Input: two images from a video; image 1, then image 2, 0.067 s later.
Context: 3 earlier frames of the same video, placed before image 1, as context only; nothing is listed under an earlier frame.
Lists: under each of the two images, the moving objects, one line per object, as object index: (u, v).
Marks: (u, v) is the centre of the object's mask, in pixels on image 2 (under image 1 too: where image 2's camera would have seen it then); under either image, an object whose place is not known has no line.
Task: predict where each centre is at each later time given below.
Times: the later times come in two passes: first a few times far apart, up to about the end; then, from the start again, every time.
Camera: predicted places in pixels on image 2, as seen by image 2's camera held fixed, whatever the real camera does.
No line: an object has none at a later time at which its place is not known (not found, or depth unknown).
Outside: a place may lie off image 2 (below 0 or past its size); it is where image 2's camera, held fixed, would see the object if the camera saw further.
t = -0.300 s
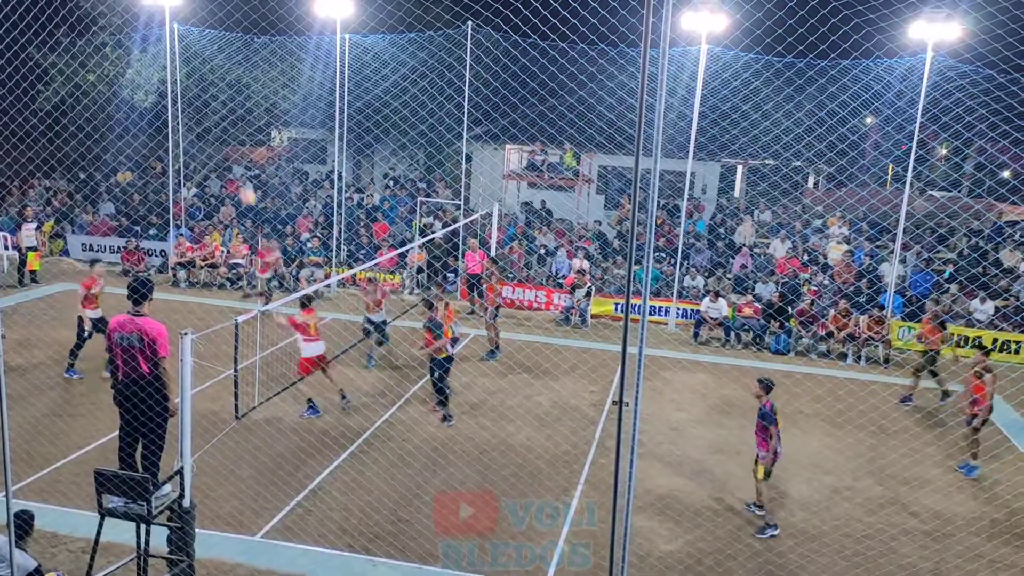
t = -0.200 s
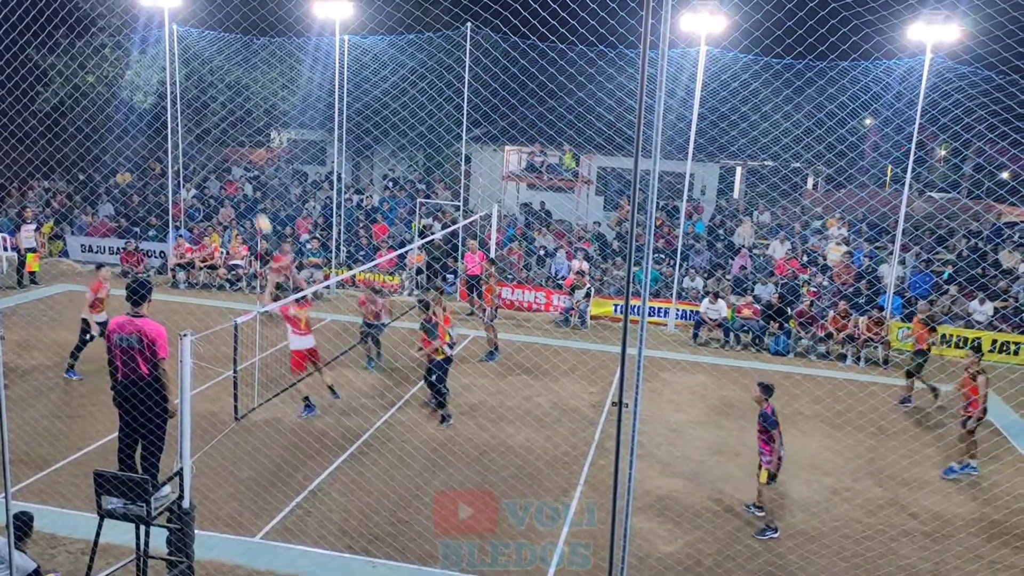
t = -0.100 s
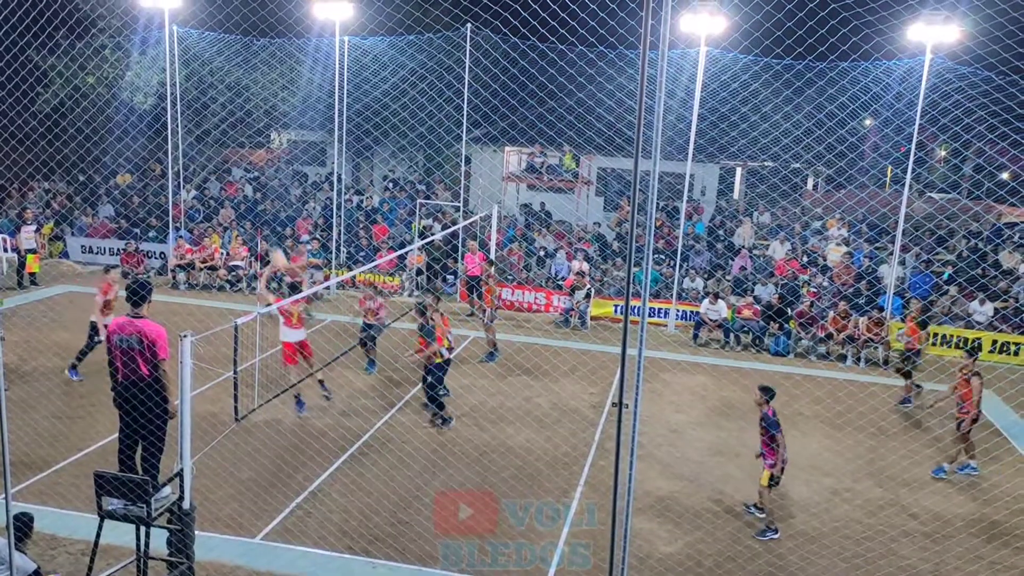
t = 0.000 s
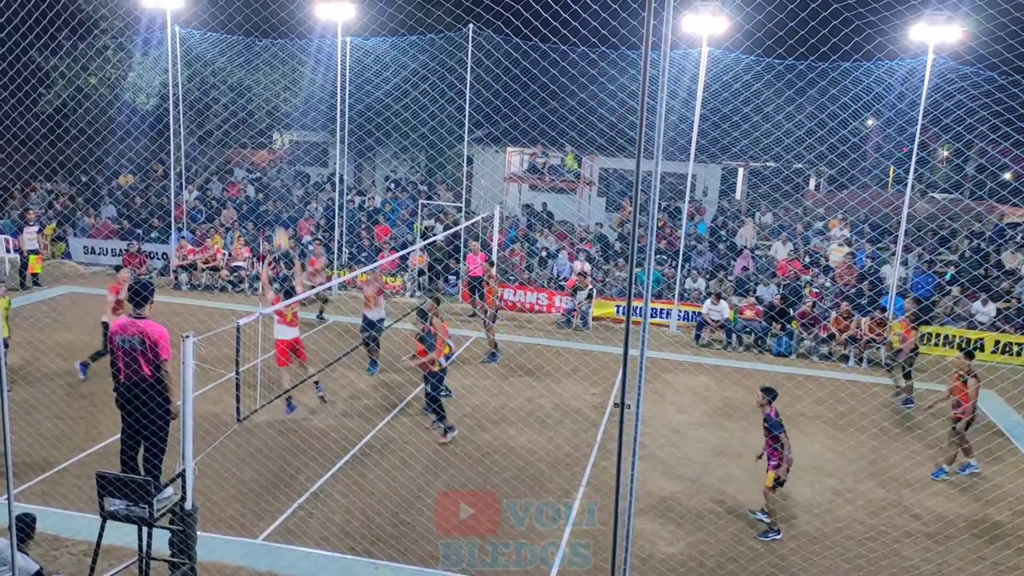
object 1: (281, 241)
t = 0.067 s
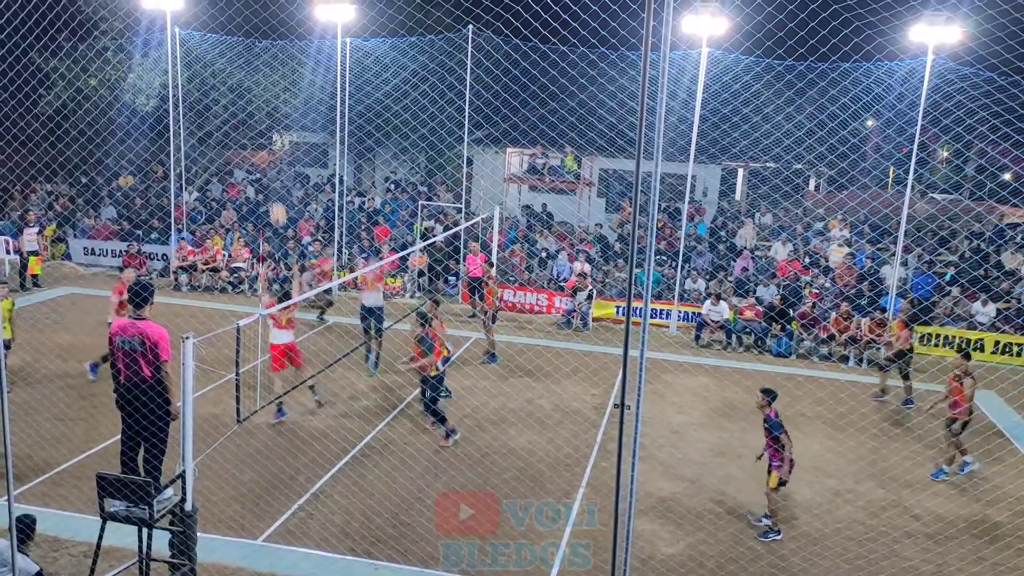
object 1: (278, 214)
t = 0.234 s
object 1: (271, 159)
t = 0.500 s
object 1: (257, 115)
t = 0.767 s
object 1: (240, 125)
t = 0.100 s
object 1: (276, 202)
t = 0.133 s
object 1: (275, 190)
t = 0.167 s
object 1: (274, 178)
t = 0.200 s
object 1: (272, 169)
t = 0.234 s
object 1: (271, 159)
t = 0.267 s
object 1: (268, 150)
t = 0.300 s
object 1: (267, 143)
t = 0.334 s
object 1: (266, 137)
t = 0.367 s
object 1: (264, 130)
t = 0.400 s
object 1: (262, 125)
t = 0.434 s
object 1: (260, 121)
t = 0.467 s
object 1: (259, 117)
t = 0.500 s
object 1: (257, 115)
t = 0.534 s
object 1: (255, 113)
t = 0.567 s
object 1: (253, 111)
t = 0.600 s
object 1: (251, 112)
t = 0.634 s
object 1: (249, 112)
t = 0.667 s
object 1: (247, 114)
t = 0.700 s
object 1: (244, 117)
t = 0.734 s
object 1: (242, 120)
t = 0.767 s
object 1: (240, 125)
